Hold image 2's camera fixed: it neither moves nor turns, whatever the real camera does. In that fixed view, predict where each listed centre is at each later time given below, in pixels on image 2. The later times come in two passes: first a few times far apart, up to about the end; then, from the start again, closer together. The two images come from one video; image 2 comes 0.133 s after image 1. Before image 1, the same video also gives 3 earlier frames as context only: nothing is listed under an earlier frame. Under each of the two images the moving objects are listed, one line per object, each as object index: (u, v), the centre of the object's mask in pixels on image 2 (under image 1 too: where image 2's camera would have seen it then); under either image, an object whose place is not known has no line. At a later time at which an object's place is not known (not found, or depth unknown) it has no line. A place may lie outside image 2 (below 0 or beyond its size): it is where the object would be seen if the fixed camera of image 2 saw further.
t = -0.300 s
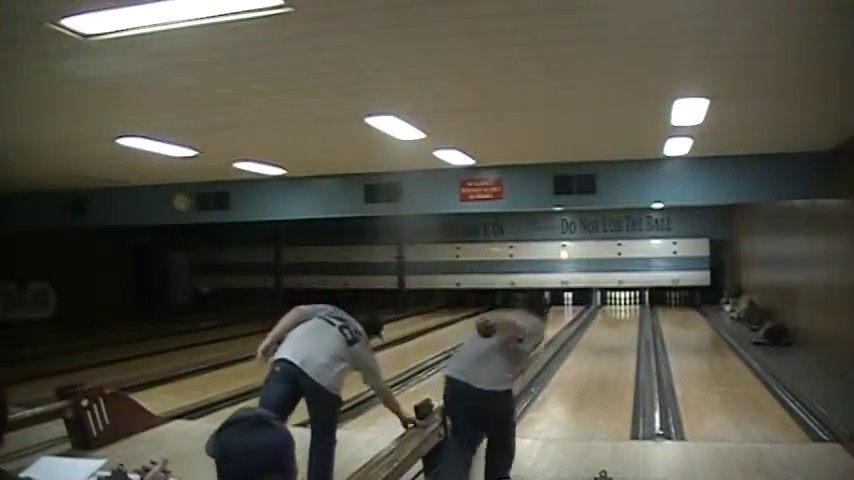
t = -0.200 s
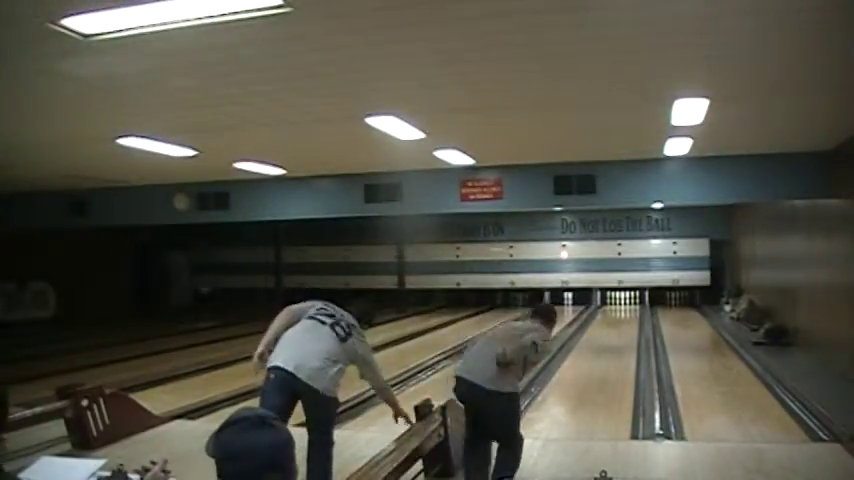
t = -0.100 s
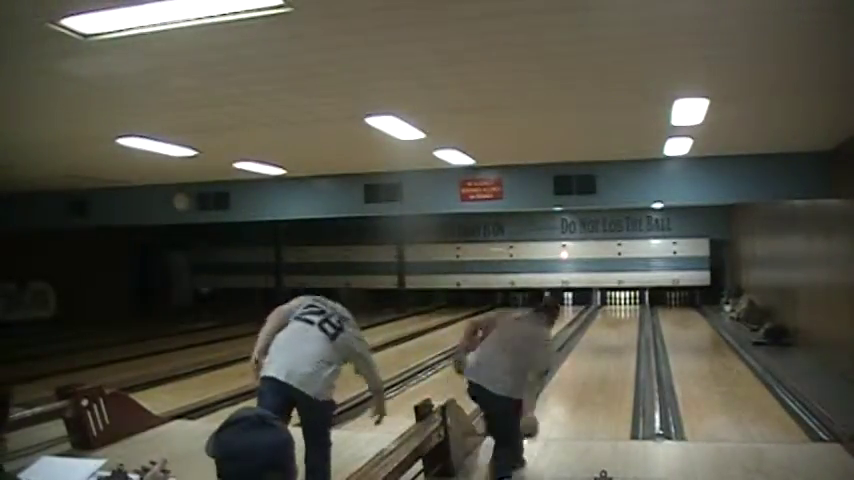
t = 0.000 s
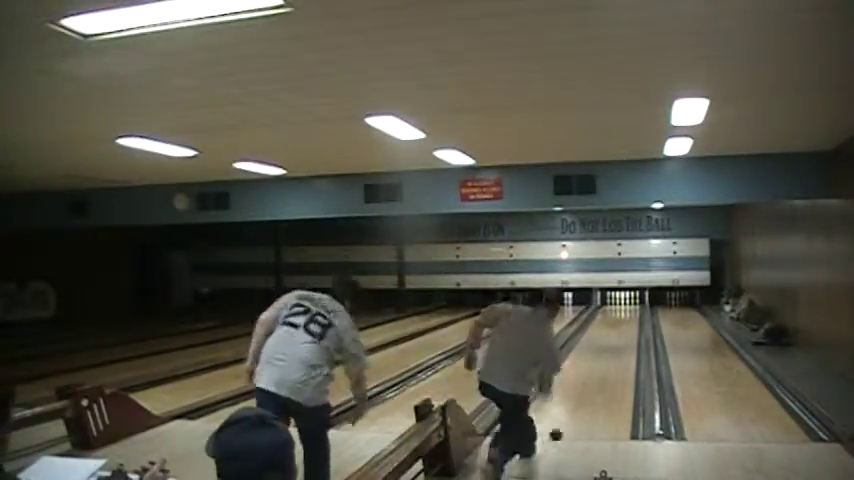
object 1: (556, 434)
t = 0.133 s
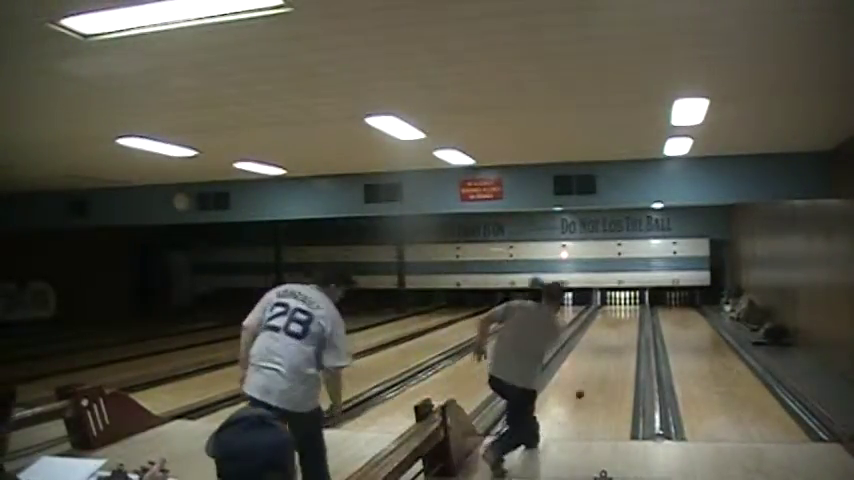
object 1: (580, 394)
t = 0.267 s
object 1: (594, 372)
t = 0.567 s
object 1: (612, 339)
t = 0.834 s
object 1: (621, 320)
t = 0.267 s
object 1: (594, 372)
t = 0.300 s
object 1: (596, 365)
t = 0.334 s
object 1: (599, 361)
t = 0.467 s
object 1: (608, 347)
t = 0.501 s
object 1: (610, 343)
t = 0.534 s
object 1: (611, 340)
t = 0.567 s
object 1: (612, 339)
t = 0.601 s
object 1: (614, 336)
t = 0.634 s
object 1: (615, 333)
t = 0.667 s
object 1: (617, 331)
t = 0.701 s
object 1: (618, 328)
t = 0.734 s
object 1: (618, 328)
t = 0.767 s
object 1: (622, 319)
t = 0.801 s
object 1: (622, 320)
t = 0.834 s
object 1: (621, 320)
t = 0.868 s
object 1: (623, 318)
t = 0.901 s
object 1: (623, 318)
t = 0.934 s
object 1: (623, 318)
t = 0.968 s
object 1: (623, 317)
